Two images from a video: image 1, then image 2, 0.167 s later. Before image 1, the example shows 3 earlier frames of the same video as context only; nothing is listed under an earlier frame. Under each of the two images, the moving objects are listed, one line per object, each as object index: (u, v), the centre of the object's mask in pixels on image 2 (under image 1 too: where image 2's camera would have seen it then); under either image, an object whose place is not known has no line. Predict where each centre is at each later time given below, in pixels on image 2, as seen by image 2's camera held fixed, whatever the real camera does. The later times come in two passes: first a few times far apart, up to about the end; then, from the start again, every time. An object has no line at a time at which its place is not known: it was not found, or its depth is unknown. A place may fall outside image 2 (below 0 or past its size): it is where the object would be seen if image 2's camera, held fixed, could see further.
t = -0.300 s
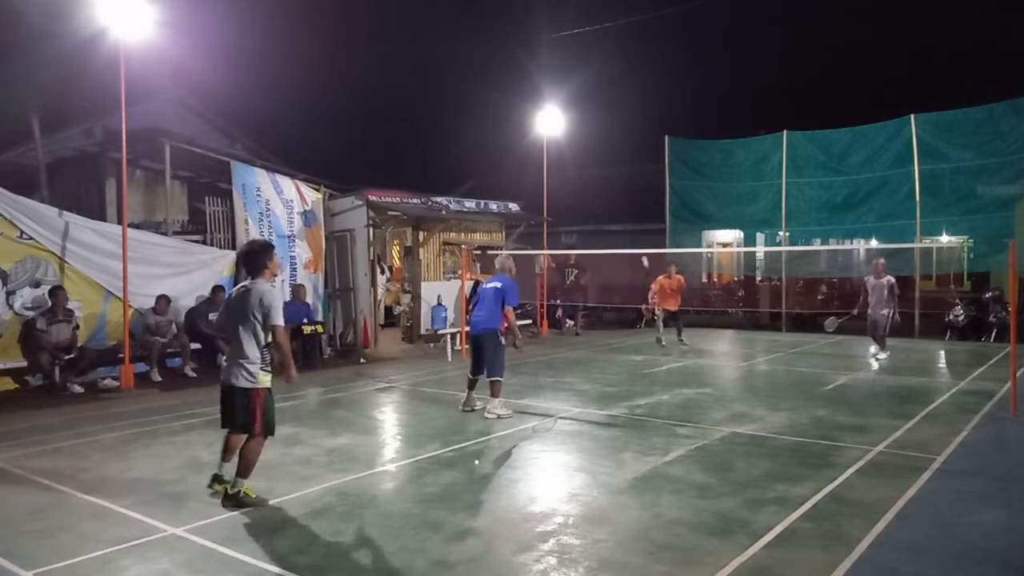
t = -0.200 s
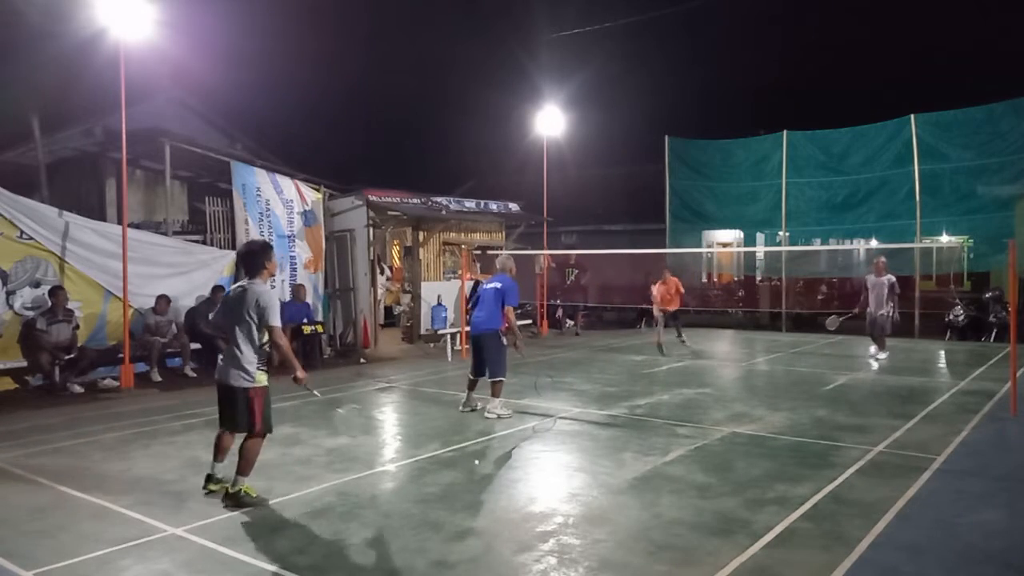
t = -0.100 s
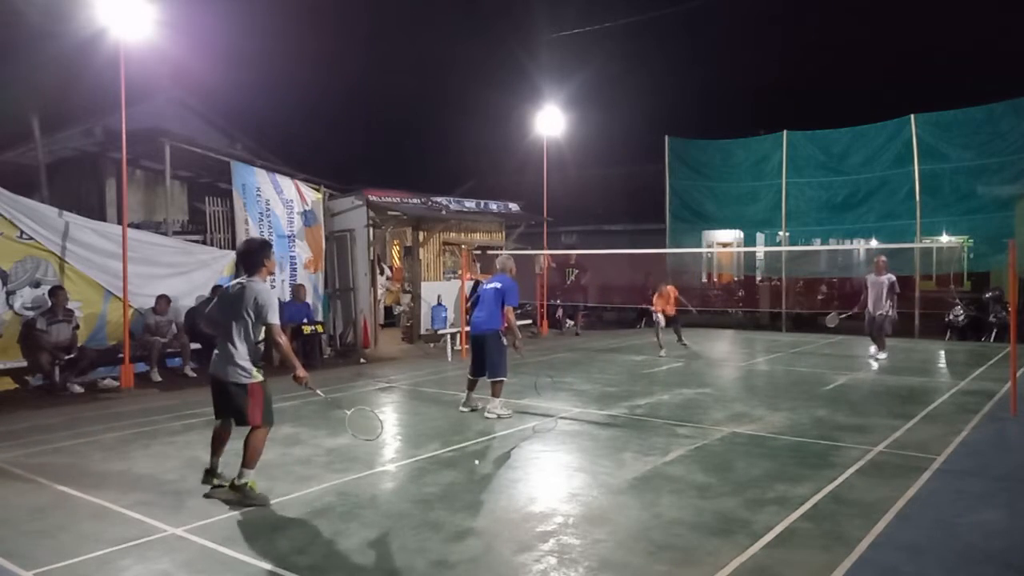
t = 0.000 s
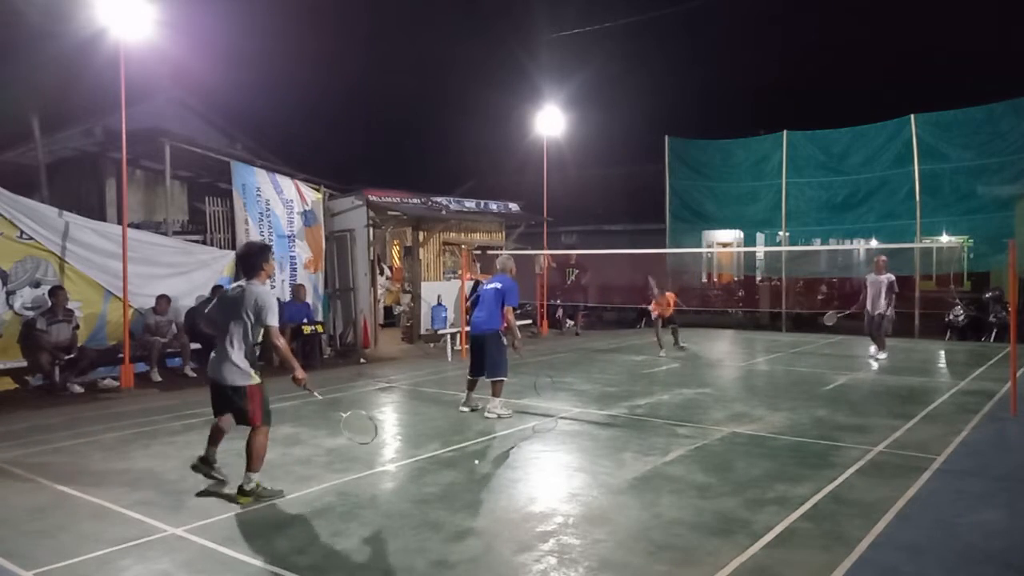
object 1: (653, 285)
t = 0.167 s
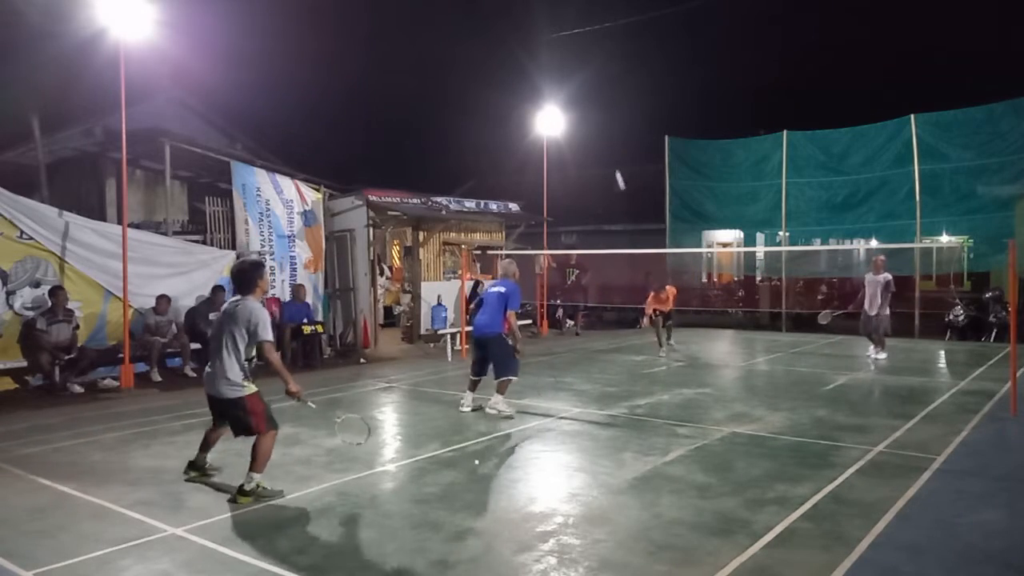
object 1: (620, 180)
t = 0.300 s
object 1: (597, 121)
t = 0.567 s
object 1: (555, 55)
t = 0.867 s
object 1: (505, 66)
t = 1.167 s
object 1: (457, 175)
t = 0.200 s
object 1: (614, 164)
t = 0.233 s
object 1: (608, 149)
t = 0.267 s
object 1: (602, 135)
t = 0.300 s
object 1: (597, 121)
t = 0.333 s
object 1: (592, 109)
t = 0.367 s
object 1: (587, 99)
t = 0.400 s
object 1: (581, 89)
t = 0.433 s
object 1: (576, 80)
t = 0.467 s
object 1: (571, 72)
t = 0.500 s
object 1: (565, 65)
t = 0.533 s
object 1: (560, 60)
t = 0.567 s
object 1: (555, 55)
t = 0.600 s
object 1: (549, 52)
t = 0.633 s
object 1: (544, 50)
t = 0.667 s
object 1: (539, 49)
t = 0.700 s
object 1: (533, 48)
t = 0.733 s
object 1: (527, 50)
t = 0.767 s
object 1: (522, 52)
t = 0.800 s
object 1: (516, 55)
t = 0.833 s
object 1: (510, 60)
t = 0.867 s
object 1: (505, 66)
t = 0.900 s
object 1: (499, 74)
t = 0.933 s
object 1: (493, 82)
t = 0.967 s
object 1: (488, 92)
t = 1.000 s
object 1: (482, 103)
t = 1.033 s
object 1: (477, 115)
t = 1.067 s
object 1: (472, 129)
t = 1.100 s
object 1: (467, 144)
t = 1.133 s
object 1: (462, 159)
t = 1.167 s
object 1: (457, 175)
